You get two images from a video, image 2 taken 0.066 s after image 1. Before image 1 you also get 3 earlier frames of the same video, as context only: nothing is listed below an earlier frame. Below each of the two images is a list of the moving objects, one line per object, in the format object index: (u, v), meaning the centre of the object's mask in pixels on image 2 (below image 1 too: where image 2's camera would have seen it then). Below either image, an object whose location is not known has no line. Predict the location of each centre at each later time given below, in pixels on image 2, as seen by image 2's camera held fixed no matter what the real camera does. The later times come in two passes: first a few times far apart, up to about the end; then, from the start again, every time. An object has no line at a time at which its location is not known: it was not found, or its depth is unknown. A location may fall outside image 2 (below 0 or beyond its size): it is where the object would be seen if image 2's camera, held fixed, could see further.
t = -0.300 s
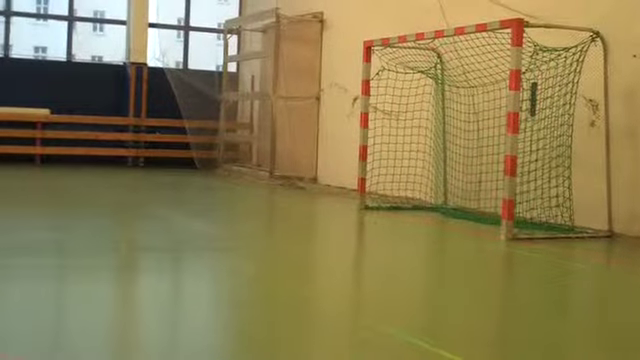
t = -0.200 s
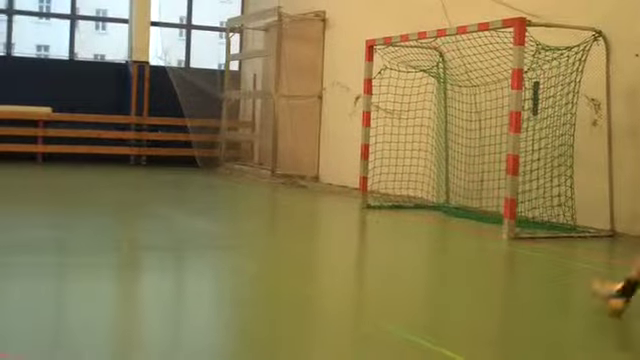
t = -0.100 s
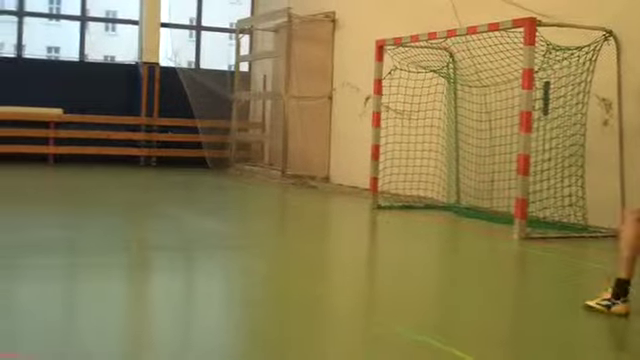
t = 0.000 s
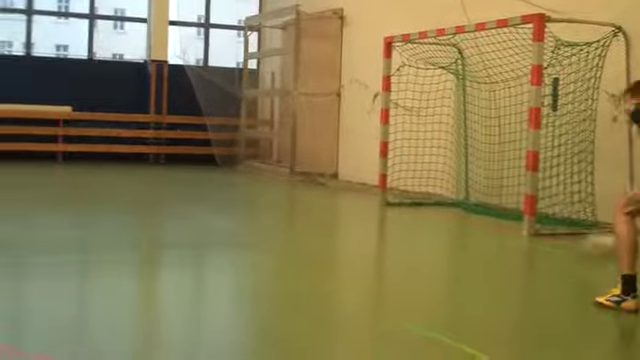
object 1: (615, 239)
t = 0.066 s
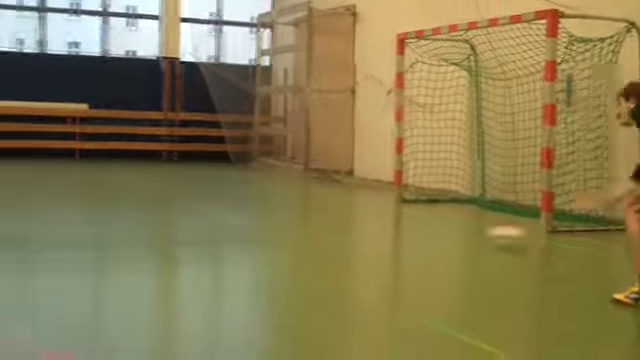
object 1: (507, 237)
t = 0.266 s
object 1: (253, 216)
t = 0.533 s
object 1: (40, 198)
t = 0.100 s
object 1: (452, 240)
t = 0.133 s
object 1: (406, 242)
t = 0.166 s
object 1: (363, 239)
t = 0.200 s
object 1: (324, 227)
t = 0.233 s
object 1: (289, 220)
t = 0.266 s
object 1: (253, 216)
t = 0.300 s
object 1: (220, 214)
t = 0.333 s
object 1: (193, 212)
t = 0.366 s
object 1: (163, 210)
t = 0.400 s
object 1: (136, 211)
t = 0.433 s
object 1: (109, 213)
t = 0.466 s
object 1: (84, 213)
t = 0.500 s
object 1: (63, 205)
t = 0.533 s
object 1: (40, 198)
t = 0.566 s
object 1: (22, 195)
